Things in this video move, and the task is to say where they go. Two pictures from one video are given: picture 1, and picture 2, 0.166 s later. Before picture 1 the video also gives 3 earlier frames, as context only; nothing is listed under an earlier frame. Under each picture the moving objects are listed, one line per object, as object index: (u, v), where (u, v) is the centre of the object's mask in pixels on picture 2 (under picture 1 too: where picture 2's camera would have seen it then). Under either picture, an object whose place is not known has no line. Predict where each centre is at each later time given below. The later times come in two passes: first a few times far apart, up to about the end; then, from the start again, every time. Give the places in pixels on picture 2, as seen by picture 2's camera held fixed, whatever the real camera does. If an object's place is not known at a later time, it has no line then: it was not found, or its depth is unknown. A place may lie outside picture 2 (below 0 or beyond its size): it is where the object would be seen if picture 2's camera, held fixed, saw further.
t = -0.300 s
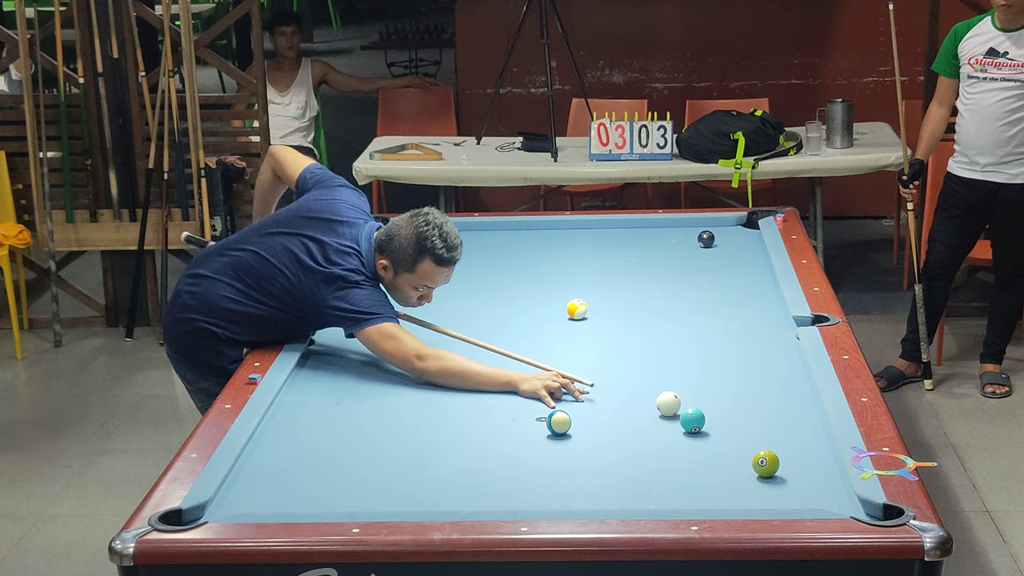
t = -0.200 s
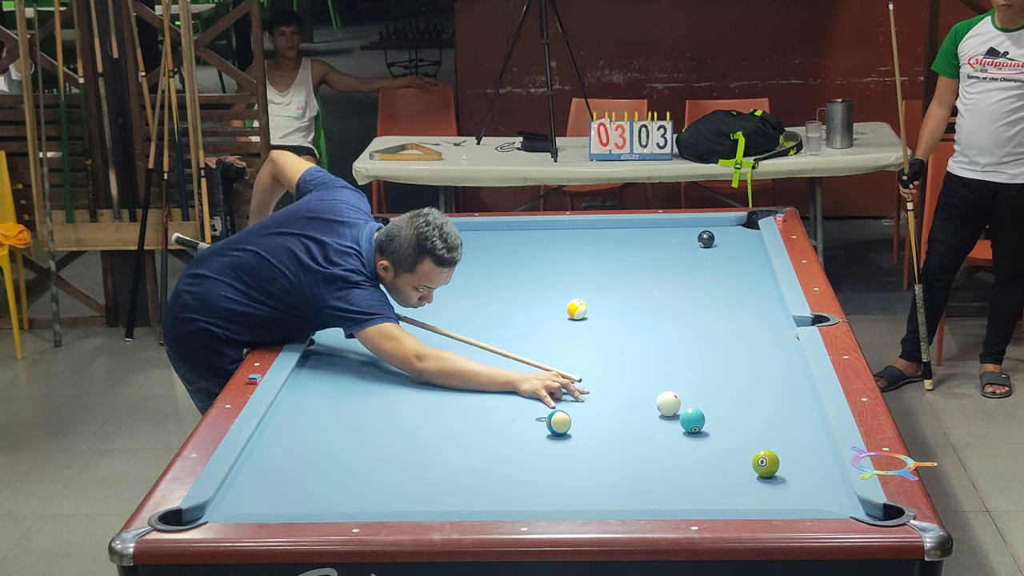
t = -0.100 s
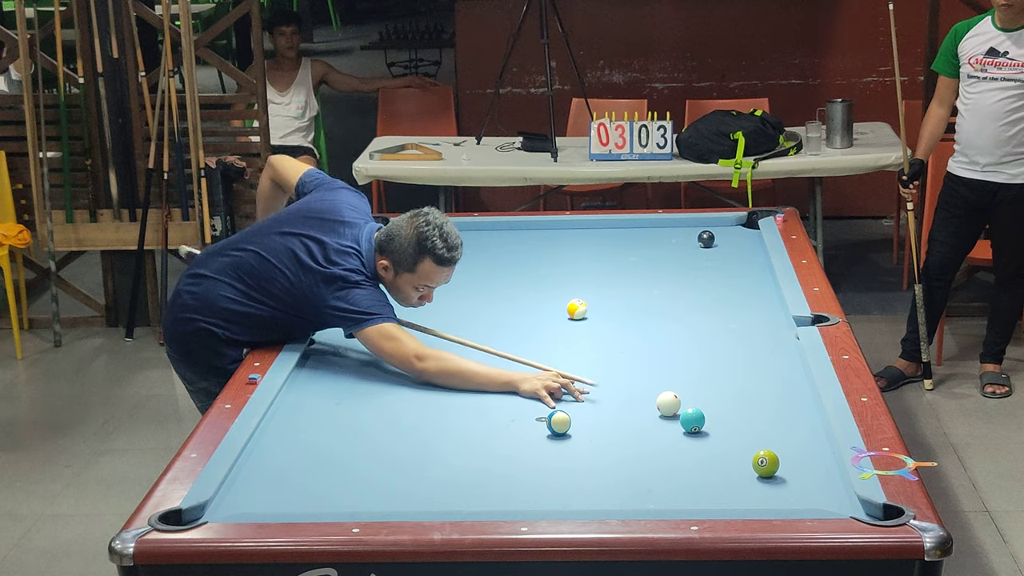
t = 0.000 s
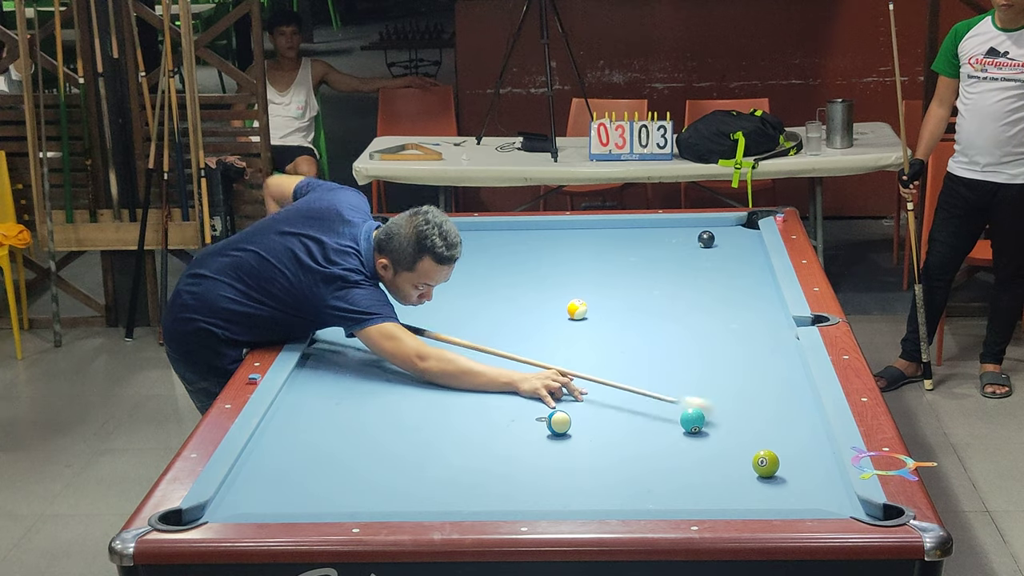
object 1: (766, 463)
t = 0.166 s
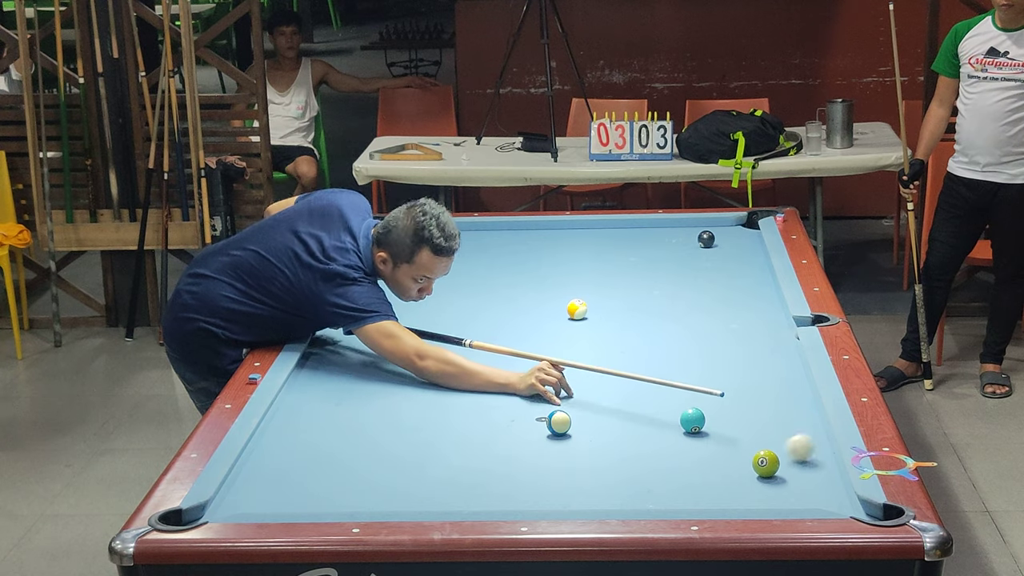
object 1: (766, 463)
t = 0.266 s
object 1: (732, 481)
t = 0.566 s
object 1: (645, 489)
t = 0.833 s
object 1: (598, 463)
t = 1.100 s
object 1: (556, 439)
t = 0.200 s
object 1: (765, 464)
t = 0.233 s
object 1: (747, 473)
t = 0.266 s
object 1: (732, 481)
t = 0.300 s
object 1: (717, 490)
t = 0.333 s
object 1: (702, 496)
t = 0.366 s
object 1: (688, 500)
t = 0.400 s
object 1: (677, 501)
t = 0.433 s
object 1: (671, 499)
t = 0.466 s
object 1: (664, 498)
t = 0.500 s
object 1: (657, 495)
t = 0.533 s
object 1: (651, 492)
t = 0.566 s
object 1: (645, 489)
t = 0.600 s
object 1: (639, 485)
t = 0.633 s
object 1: (632, 482)
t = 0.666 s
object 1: (627, 479)
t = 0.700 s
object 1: (621, 475)
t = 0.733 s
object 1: (615, 472)
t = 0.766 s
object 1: (609, 469)
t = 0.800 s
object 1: (603, 466)
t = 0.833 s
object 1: (598, 463)
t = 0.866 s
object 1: (592, 459)
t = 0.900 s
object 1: (587, 457)
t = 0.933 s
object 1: (581, 454)
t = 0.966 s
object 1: (576, 451)
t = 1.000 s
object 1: (571, 448)
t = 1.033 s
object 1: (566, 445)
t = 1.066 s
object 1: (561, 442)
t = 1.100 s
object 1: (556, 439)
